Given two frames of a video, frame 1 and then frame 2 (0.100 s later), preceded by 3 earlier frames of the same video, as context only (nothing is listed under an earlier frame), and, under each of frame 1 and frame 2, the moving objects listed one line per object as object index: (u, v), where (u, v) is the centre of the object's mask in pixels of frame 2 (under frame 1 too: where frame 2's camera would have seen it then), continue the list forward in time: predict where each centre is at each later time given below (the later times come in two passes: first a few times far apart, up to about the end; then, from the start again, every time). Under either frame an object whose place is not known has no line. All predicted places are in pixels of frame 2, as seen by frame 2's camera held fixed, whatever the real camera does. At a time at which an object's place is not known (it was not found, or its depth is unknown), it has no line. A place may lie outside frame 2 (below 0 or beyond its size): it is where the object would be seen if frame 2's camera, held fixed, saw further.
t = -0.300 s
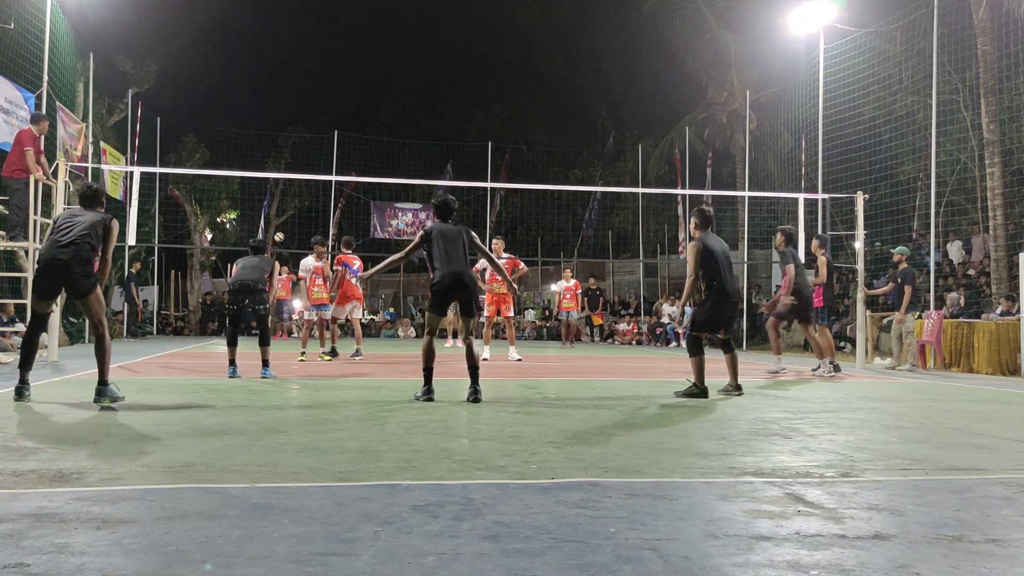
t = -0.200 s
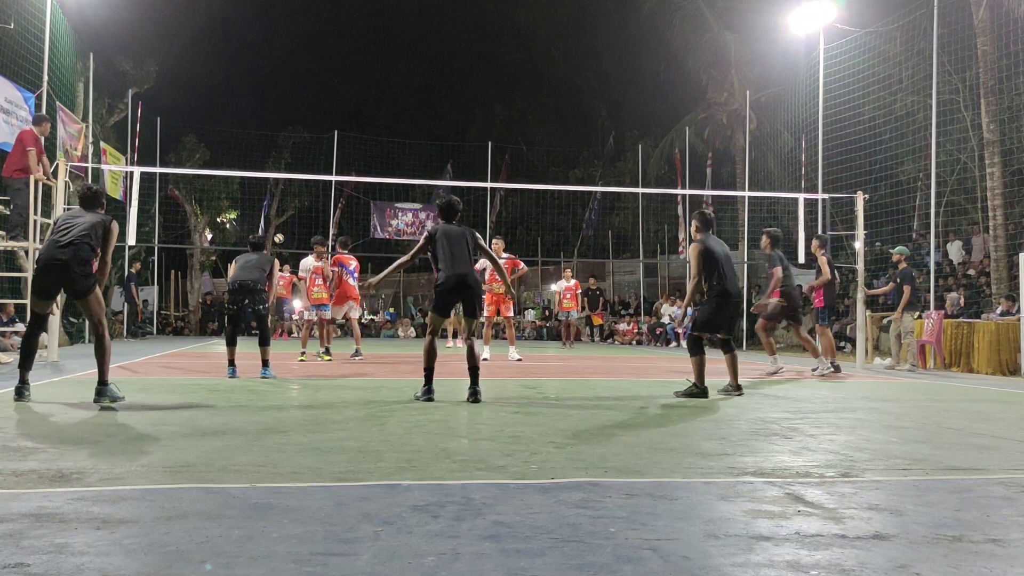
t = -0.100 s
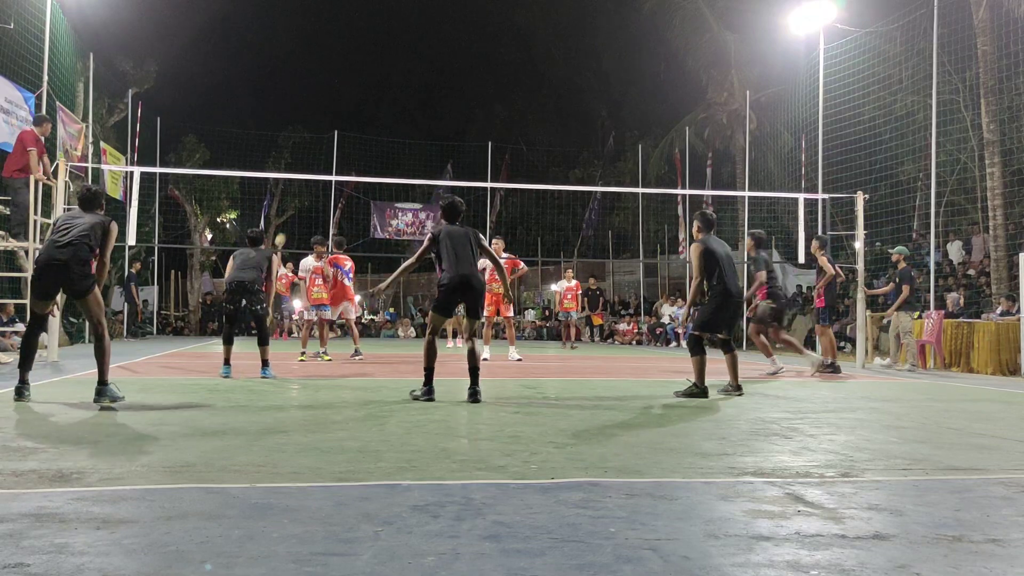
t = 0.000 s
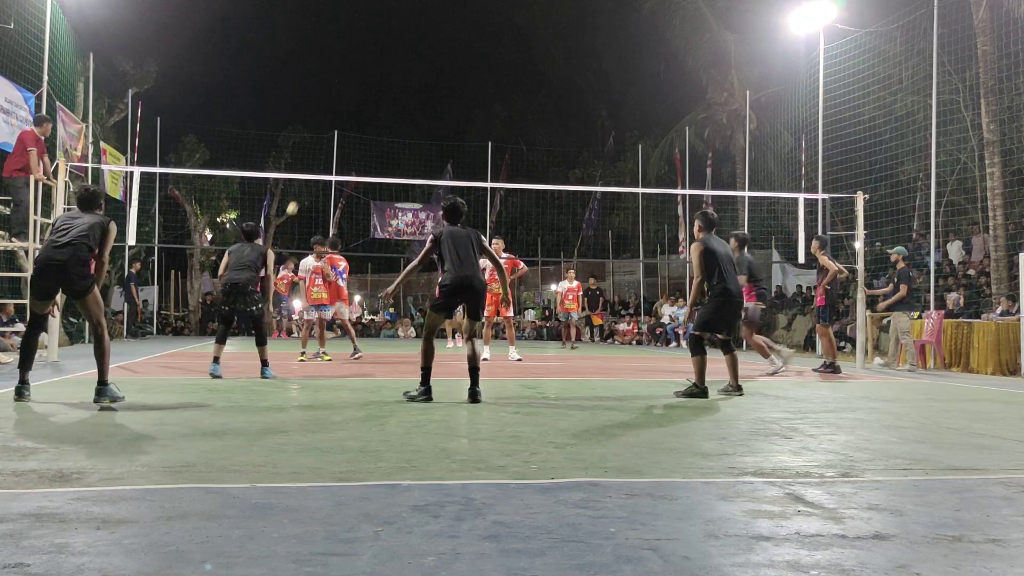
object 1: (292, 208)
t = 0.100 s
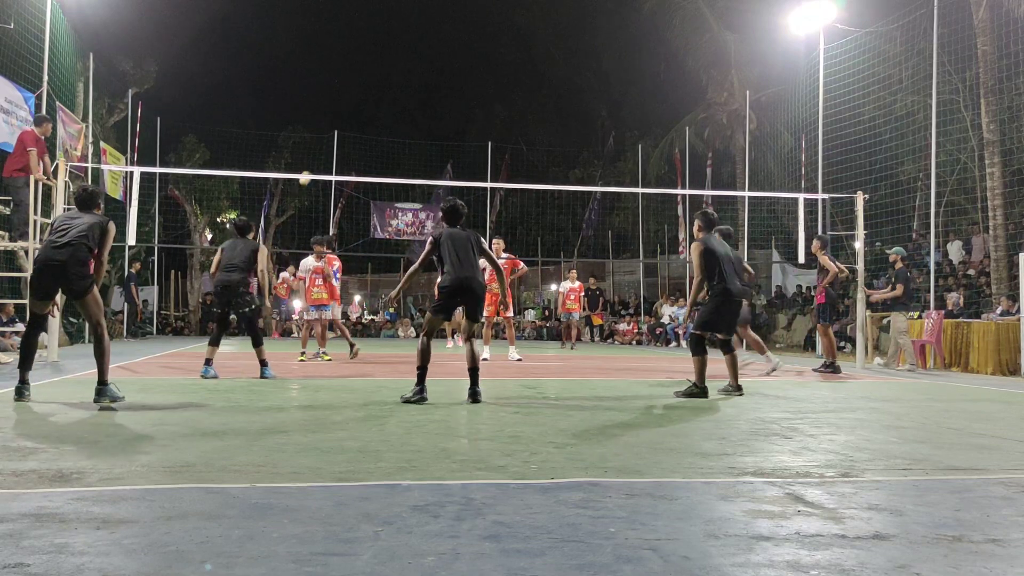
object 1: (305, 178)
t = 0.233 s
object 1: (325, 140)
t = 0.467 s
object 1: (366, 87)
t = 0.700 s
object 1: (412, 61)
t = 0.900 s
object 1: (455, 68)
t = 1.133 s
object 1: (516, 120)
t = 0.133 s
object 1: (310, 168)
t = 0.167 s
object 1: (315, 159)
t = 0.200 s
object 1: (320, 149)
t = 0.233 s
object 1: (325, 140)
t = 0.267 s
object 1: (331, 131)
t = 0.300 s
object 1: (337, 123)
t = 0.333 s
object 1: (343, 115)
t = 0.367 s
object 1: (349, 107)
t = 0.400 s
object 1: (354, 100)
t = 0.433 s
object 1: (360, 94)
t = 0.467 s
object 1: (366, 87)
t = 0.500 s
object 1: (372, 82)
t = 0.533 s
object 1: (378, 77)
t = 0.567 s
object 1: (384, 72)
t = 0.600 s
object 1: (391, 68)
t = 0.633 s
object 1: (398, 65)
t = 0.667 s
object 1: (405, 63)
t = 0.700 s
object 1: (412, 61)
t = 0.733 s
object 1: (418, 60)
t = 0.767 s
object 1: (426, 60)
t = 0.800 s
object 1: (433, 61)
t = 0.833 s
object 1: (440, 62)
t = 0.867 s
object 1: (448, 64)
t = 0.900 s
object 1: (455, 68)
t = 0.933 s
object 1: (463, 72)
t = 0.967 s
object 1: (472, 77)
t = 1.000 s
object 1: (480, 83)
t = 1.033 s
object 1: (489, 90)
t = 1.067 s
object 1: (498, 99)
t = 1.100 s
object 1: (507, 109)
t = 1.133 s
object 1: (516, 120)
